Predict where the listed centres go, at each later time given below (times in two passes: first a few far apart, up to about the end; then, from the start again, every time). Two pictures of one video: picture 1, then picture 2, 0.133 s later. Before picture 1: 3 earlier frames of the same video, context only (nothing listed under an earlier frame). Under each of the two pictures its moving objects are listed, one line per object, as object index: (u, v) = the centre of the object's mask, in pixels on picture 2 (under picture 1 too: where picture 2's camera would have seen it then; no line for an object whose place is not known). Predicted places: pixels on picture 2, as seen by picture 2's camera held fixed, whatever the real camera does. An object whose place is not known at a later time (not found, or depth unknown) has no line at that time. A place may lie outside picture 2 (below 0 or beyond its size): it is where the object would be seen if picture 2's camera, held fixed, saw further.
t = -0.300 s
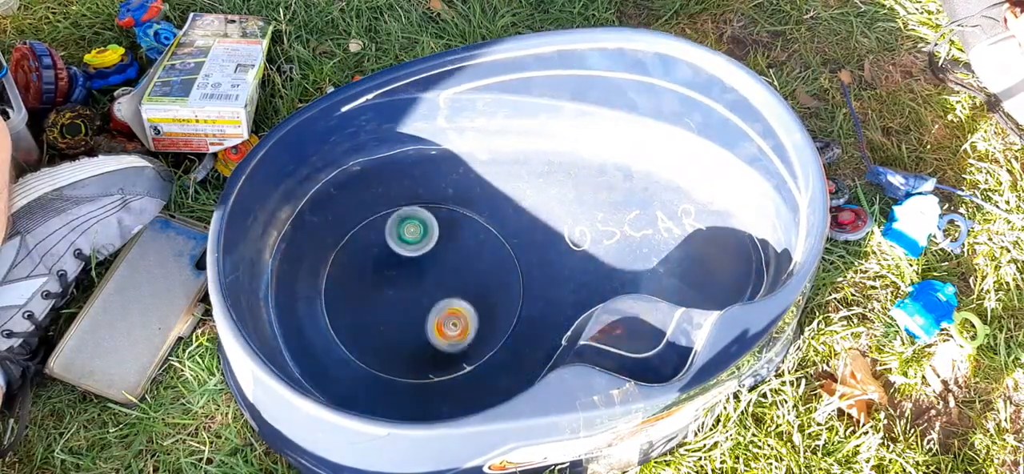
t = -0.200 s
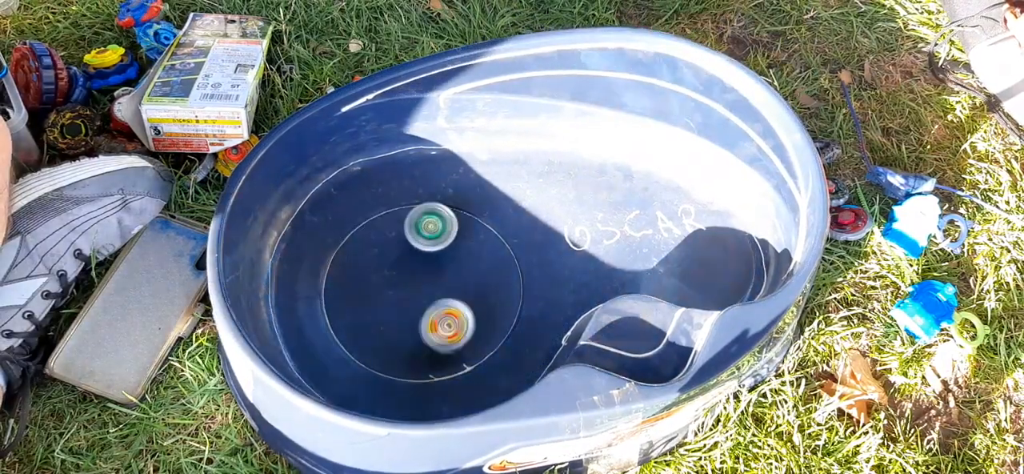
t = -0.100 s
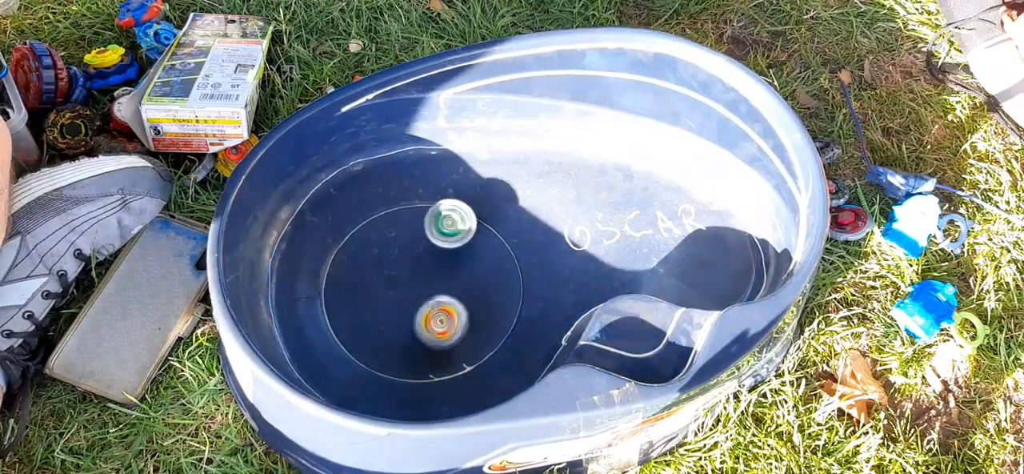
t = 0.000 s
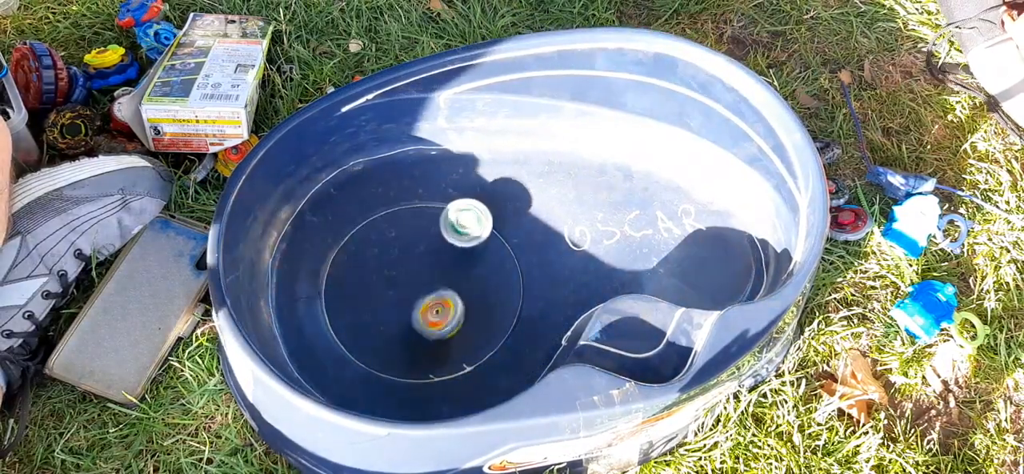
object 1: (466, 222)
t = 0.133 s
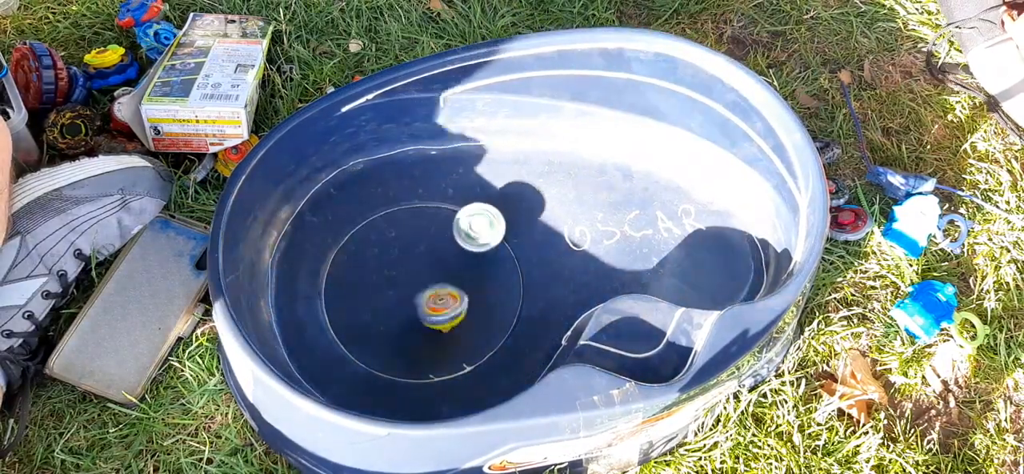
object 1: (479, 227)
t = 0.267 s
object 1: (481, 237)
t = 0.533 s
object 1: (482, 261)
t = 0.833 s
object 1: (484, 248)
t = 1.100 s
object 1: (438, 277)
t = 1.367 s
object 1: (535, 254)
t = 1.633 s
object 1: (492, 215)
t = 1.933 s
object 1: (457, 212)
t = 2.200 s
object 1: (427, 221)
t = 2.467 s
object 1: (447, 219)
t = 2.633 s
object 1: (452, 241)
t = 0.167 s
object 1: (480, 229)
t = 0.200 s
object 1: (481, 231)
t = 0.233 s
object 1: (481, 234)
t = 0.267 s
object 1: (481, 237)
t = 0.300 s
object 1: (481, 240)
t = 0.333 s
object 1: (480, 243)
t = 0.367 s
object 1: (478, 247)
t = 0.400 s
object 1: (478, 251)
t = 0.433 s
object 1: (477, 255)
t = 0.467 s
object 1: (476, 260)
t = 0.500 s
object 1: (475, 265)
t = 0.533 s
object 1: (482, 261)
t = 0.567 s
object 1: (491, 256)
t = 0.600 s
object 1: (497, 252)
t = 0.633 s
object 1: (500, 250)
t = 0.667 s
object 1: (500, 249)
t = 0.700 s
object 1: (500, 248)
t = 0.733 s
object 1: (498, 247)
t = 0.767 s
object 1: (493, 247)
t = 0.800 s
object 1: (488, 247)
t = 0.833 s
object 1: (484, 248)
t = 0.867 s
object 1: (478, 249)
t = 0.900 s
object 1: (472, 251)
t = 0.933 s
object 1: (465, 254)
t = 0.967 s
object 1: (459, 257)
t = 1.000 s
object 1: (453, 261)
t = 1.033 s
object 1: (447, 267)
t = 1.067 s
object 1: (442, 272)
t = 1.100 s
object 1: (438, 277)
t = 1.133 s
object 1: (442, 284)
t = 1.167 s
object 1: (490, 296)
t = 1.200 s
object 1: (528, 301)
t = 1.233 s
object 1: (557, 304)
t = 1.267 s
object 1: (561, 293)
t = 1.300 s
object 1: (553, 279)
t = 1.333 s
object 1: (544, 265)
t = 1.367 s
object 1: (535, 254)
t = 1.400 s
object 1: (528, 243)
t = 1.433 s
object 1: (524, 234)
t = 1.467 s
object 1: (519, 228)
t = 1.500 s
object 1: (516, 223)
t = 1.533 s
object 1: (511, 220)
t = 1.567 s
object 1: (506, 217)
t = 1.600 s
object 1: (499, 215)
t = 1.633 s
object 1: (492, 215)
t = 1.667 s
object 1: (484, 214)
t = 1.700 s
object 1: (477, 214)
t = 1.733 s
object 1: (471, 215)
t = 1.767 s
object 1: (463, 215)
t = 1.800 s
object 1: (455, 216)
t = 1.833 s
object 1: (450, 214)
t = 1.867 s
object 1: (453, 212)
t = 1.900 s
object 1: (456, 211)
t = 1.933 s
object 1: (457, 212)
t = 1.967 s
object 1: (455, 214)
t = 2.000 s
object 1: (450, 216)
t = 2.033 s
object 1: (446, 219)
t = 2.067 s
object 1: (439, 220)
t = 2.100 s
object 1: (434, 222)
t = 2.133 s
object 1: (429, 223)
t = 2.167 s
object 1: (425, 223)
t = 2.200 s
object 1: (427, 221)
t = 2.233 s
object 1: (429, 218)
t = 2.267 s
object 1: (432, 216)
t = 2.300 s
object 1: (434, 215)
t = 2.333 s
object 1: (436, 214)
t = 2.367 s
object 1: (439, 214)
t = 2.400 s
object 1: (441, 215)
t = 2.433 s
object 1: (444, 217)
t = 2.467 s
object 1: (447, 219)
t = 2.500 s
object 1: (449, 223)
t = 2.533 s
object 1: (450, 227)
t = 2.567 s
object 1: (451, 232)
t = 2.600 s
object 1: (451, 237)
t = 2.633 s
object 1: (452, 241)
